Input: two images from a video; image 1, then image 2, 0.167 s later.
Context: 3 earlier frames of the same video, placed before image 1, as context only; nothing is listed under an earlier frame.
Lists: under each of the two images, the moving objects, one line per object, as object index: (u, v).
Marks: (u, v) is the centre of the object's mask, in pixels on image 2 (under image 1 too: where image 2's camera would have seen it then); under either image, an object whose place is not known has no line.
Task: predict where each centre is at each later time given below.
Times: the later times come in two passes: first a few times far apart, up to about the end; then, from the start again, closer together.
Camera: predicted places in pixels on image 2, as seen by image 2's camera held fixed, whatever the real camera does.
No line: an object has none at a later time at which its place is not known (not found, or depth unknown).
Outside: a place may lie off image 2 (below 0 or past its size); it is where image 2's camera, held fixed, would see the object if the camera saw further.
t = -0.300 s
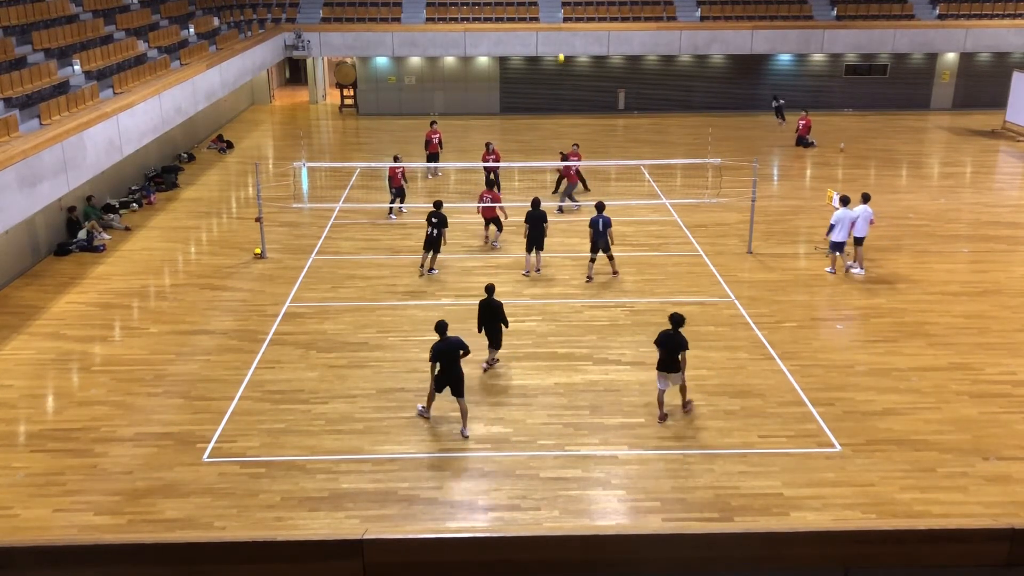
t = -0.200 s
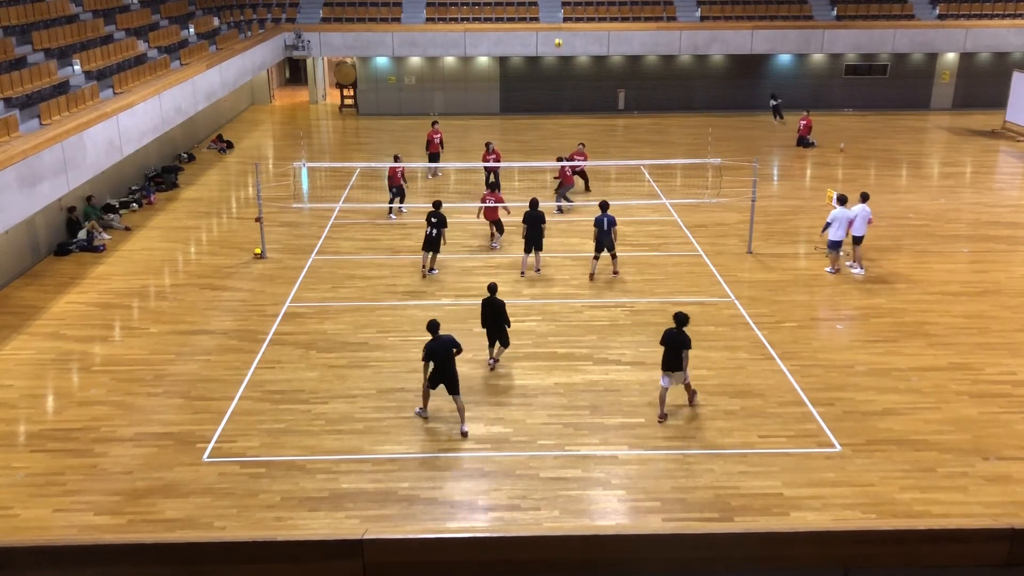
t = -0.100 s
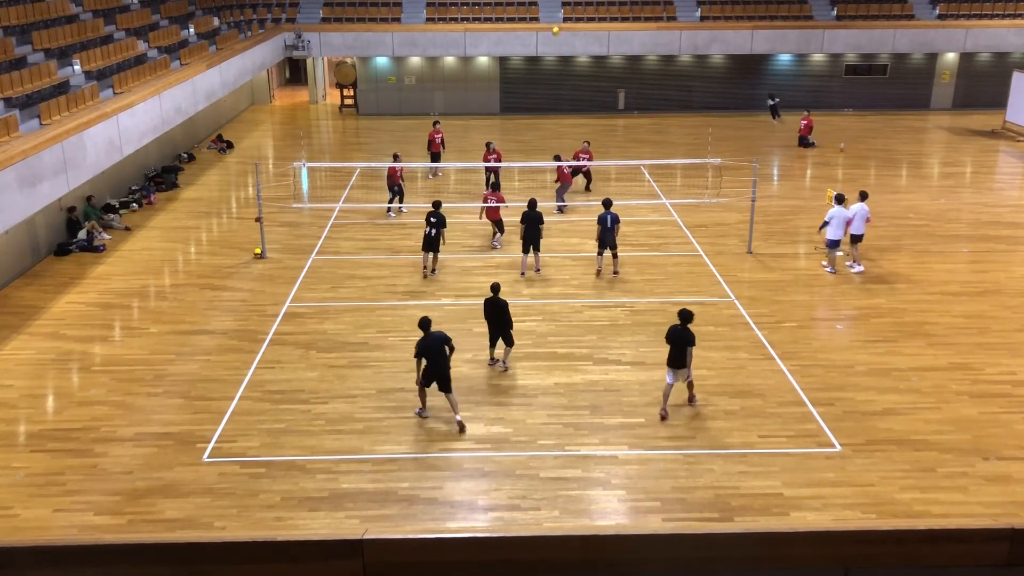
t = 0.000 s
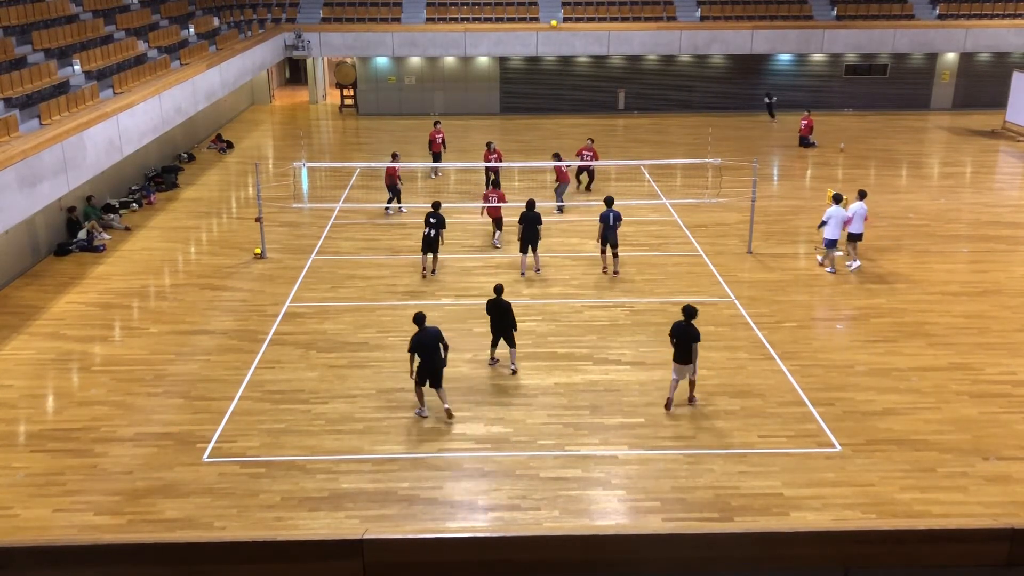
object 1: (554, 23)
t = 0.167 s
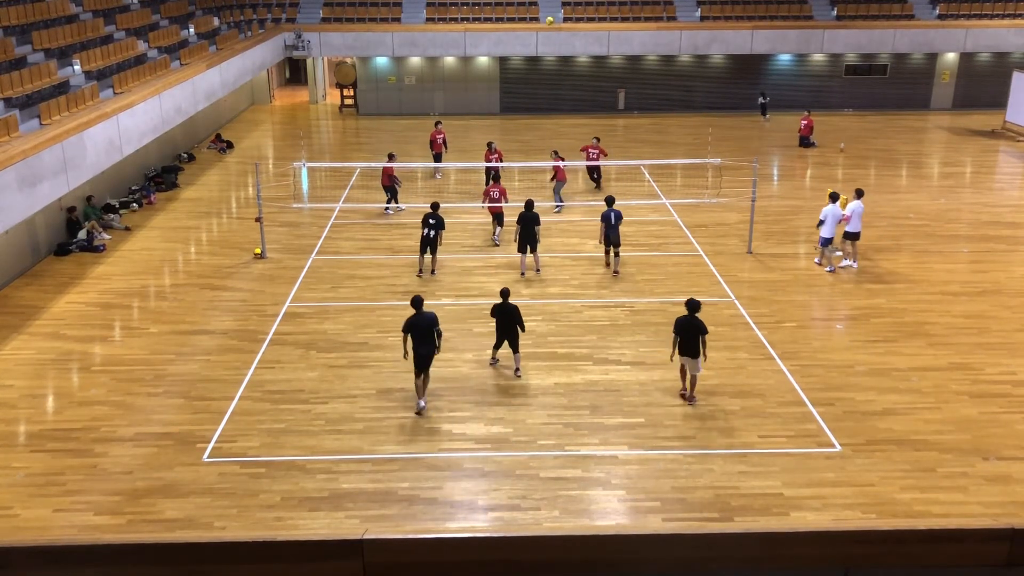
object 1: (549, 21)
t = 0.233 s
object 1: (547, 23)
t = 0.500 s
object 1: (540, 45)
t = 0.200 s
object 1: (548, 21)
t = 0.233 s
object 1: (547, 23)
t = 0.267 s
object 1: (546, 23)
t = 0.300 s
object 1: (546, 25)
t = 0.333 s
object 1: (545, 28)
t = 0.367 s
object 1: (544, 30)
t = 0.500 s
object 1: (540, 45)
